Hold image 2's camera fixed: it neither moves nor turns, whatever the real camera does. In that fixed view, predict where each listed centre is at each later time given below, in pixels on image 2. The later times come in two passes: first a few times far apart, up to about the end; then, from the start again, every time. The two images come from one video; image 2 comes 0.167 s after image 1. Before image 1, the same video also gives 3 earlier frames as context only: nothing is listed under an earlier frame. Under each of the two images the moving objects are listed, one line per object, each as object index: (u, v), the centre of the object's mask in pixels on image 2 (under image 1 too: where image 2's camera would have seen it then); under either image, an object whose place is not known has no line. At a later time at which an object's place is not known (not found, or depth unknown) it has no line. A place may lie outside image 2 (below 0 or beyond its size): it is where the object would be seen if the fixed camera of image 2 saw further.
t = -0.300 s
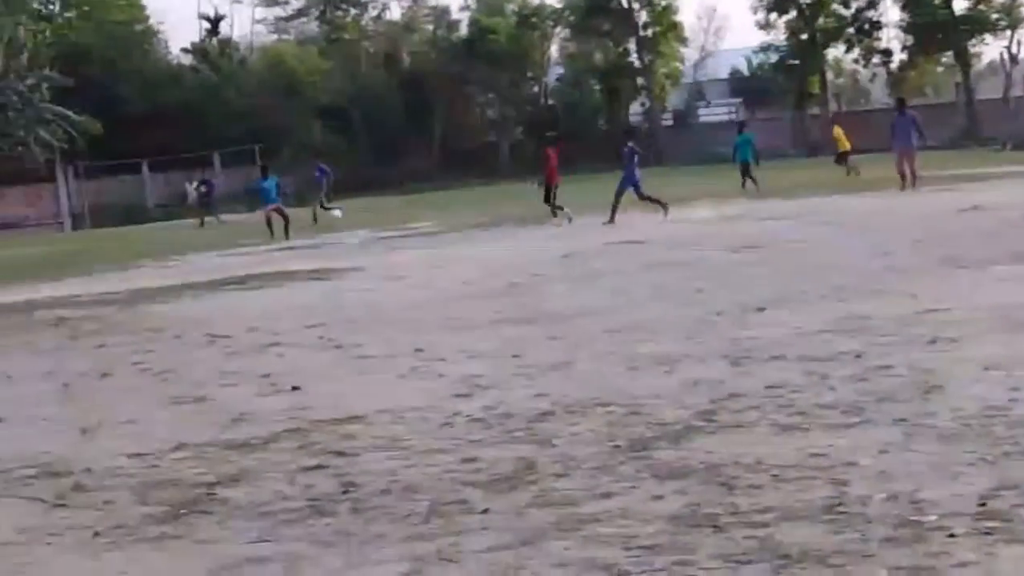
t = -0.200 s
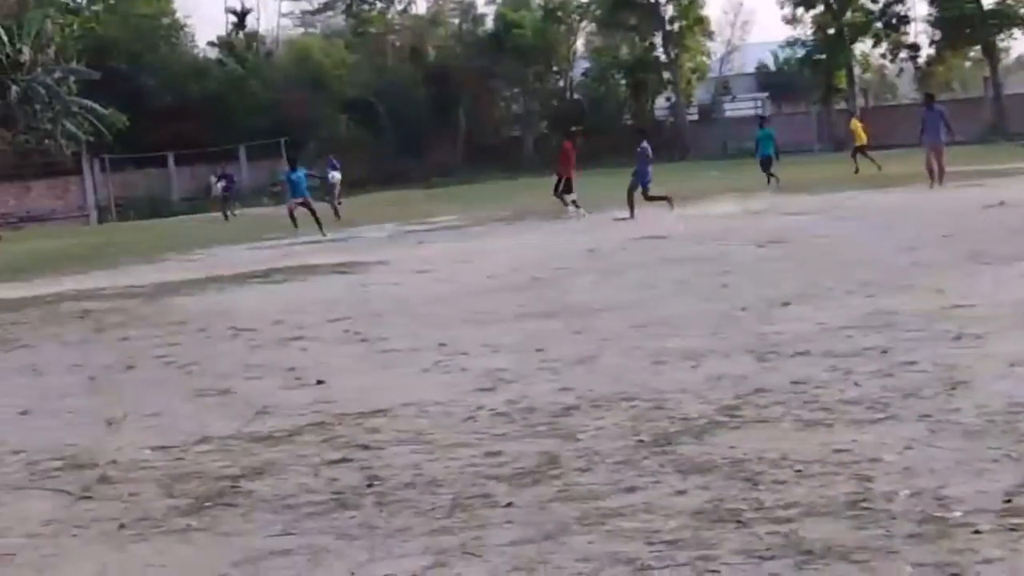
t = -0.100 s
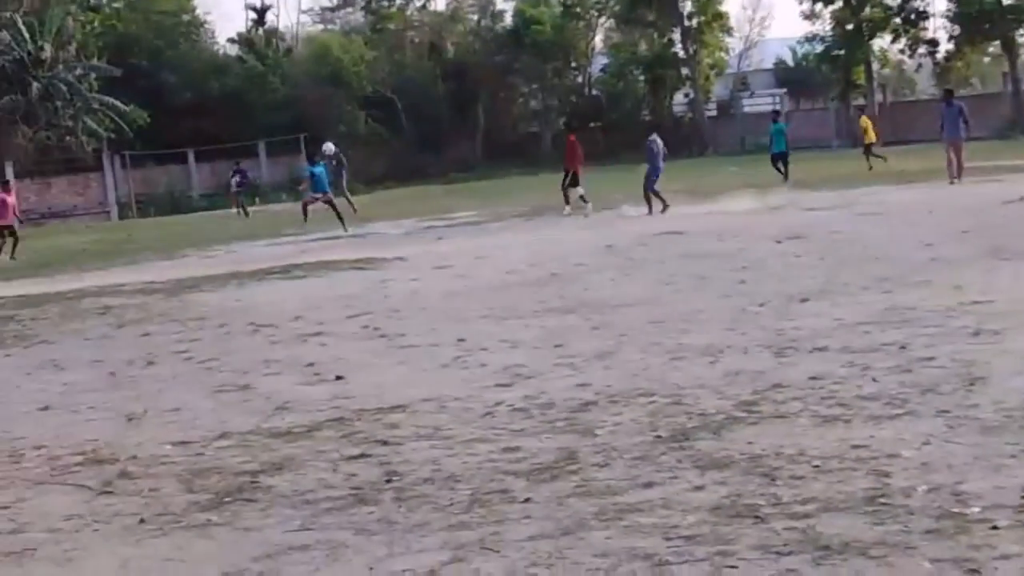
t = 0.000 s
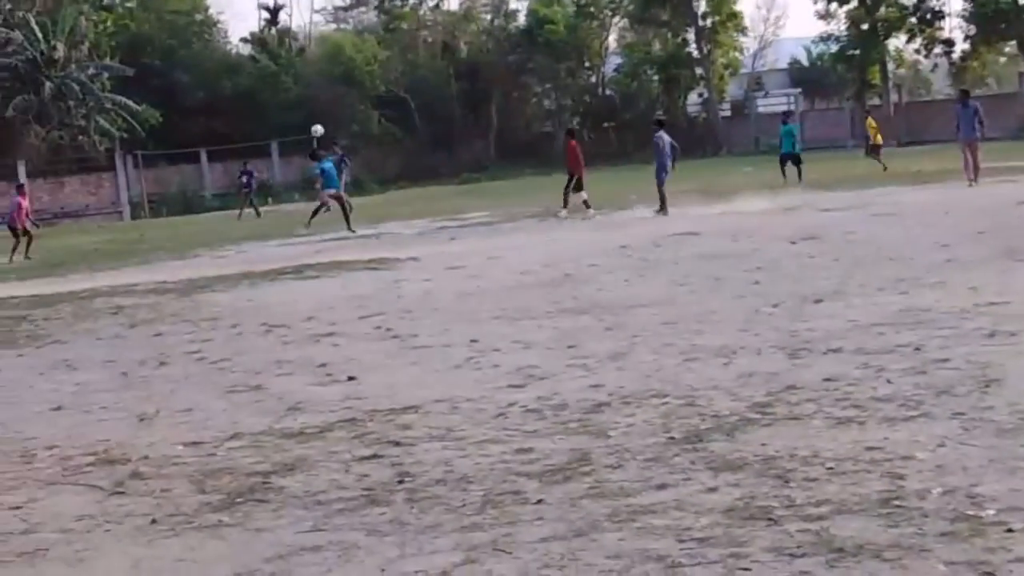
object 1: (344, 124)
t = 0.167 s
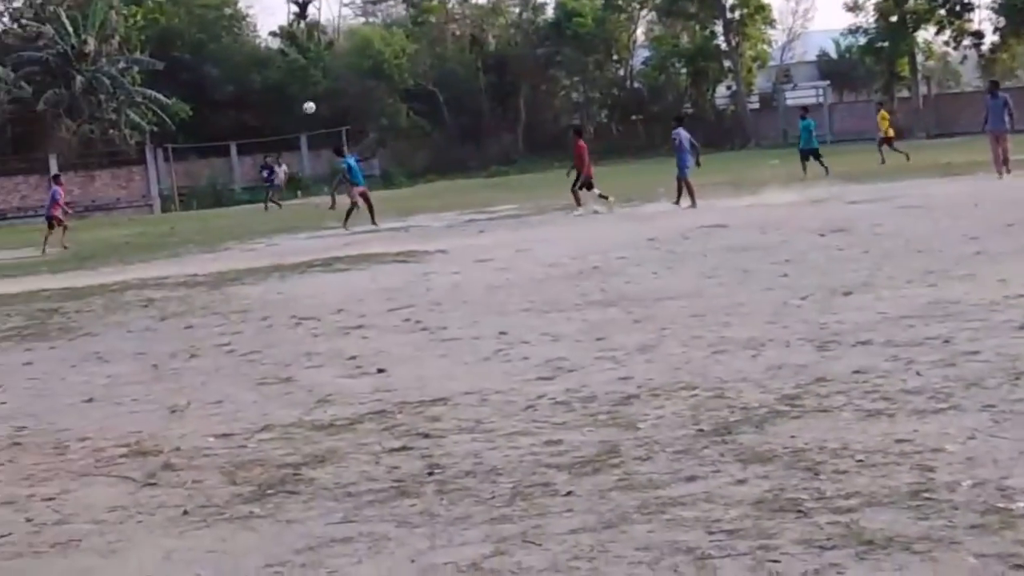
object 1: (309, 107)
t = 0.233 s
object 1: (295, 105)
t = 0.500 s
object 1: (246, 121)
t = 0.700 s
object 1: (214, 157)
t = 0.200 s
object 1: (302, 106)
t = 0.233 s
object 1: (295, 105)
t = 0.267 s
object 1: (288, 105)
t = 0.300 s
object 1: (282, 105)
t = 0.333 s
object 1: (276, 107)
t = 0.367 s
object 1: (269, 108)
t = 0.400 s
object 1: (264, 111)
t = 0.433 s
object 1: (257, 114)
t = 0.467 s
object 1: (251, 117)
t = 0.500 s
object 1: (246, 121)
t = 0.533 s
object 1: (240, 126)
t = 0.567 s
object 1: (235, 131)
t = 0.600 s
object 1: (229, 136)
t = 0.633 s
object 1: (224, 143)
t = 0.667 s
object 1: (219, 150)
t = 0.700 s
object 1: (214, 157)
